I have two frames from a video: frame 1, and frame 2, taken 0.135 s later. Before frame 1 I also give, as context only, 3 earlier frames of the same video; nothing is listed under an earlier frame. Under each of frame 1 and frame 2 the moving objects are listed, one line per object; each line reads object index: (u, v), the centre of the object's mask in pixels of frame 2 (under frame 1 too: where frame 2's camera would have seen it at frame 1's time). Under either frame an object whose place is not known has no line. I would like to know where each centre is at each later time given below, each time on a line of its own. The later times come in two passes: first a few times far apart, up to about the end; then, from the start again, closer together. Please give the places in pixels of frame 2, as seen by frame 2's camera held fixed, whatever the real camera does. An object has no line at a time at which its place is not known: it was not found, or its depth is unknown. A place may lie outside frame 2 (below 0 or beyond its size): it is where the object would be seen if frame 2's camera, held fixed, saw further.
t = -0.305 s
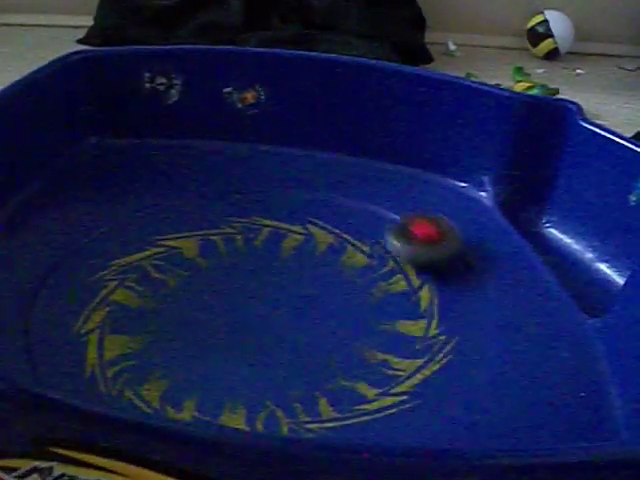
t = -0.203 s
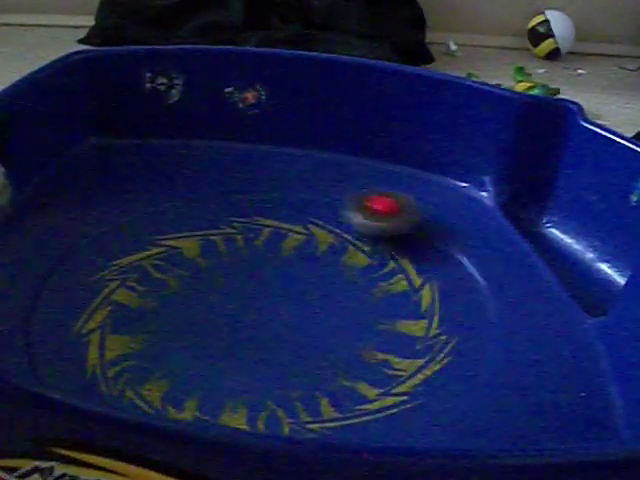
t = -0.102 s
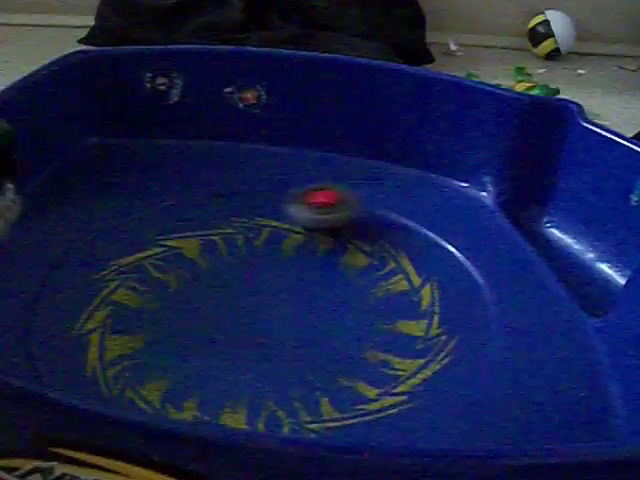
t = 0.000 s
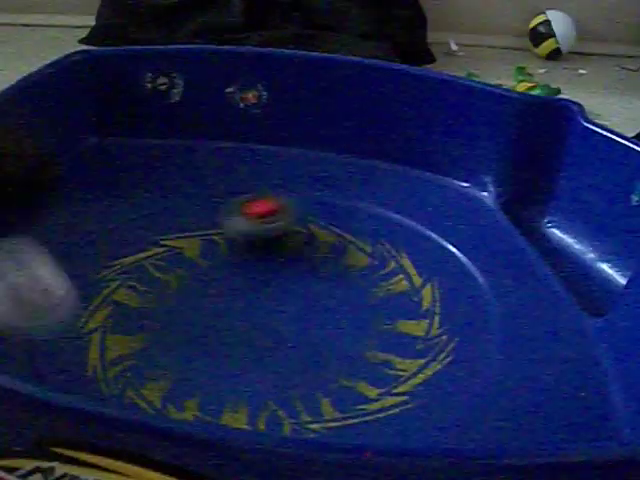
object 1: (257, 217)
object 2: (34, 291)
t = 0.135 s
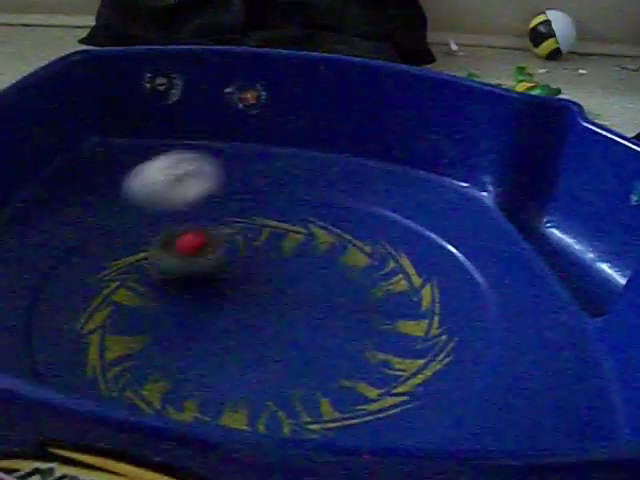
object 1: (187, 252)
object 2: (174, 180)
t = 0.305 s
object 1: (157, 323)
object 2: (336, 165)
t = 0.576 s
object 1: (316, 395)
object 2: (495, 336)
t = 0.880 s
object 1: (29, 146)
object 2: (183, 251)
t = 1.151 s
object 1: (172, 175)
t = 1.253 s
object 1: (170, 225)
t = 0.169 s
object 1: (177, 262)
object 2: (206, 172)
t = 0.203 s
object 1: (169, 277)
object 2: (237, 177)
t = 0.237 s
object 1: (163, 294)
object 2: (269, 165)
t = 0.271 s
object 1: (156, 305)
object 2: (301, 157)
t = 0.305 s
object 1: (157, 323)
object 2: (336, 165)
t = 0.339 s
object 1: (162, 336)
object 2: (369, 188)
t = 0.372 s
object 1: (174, 353)
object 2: (402, 216)
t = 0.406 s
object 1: (188, 367)
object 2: (425, 221)
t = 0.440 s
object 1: (207, 378)
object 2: (449, 240)
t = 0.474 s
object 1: (233, 384)
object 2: (470, 267)
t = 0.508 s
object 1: (261, 393)
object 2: (484, 287)
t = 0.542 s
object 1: (290, 394)
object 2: (494, 311)
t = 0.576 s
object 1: (316, 395)
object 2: (495, 336)
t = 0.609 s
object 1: (343, 395)
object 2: (483, 364)
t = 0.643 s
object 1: (321, 387)
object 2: (515, 376)
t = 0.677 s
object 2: (557, 327)
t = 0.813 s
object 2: (296, 193)
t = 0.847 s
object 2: (237, 214)
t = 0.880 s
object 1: (29, 146)
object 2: (183, 251)
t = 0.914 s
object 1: (60, 171)
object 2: (141, 288)
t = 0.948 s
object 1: (103, 207)
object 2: (117, 272)
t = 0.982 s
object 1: (129, 197)
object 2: (120, 320)
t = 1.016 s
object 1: (150, 156)
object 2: (136, 360)
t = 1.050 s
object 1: (170, 123)
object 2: (154, 387)
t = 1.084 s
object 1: (173, 122)
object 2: (174, 402)
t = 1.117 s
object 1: (169, 137)
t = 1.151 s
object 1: (172, 175)
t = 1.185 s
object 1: (172, 202)
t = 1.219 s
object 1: (171, 208)
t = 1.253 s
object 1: (170, 225)
